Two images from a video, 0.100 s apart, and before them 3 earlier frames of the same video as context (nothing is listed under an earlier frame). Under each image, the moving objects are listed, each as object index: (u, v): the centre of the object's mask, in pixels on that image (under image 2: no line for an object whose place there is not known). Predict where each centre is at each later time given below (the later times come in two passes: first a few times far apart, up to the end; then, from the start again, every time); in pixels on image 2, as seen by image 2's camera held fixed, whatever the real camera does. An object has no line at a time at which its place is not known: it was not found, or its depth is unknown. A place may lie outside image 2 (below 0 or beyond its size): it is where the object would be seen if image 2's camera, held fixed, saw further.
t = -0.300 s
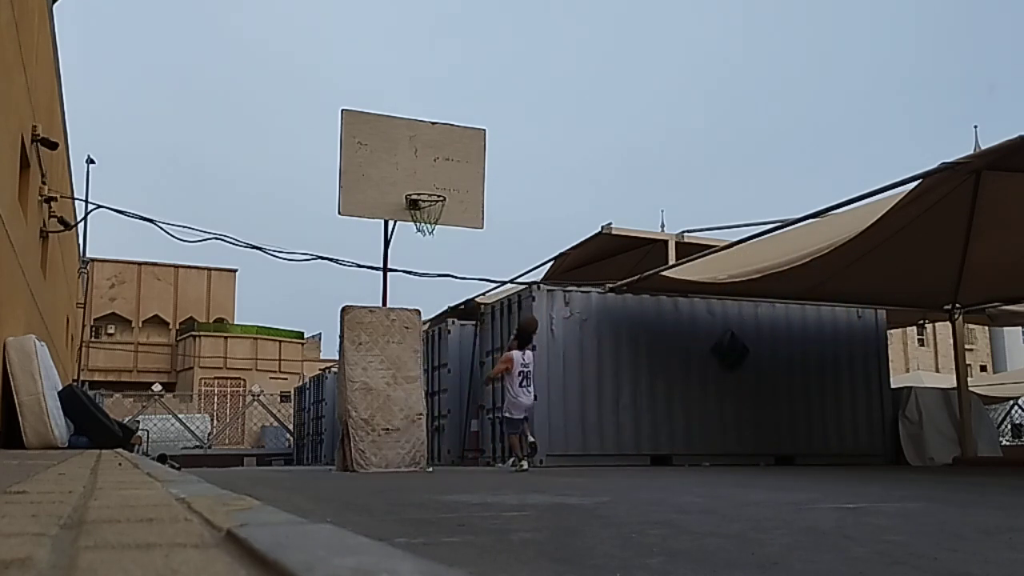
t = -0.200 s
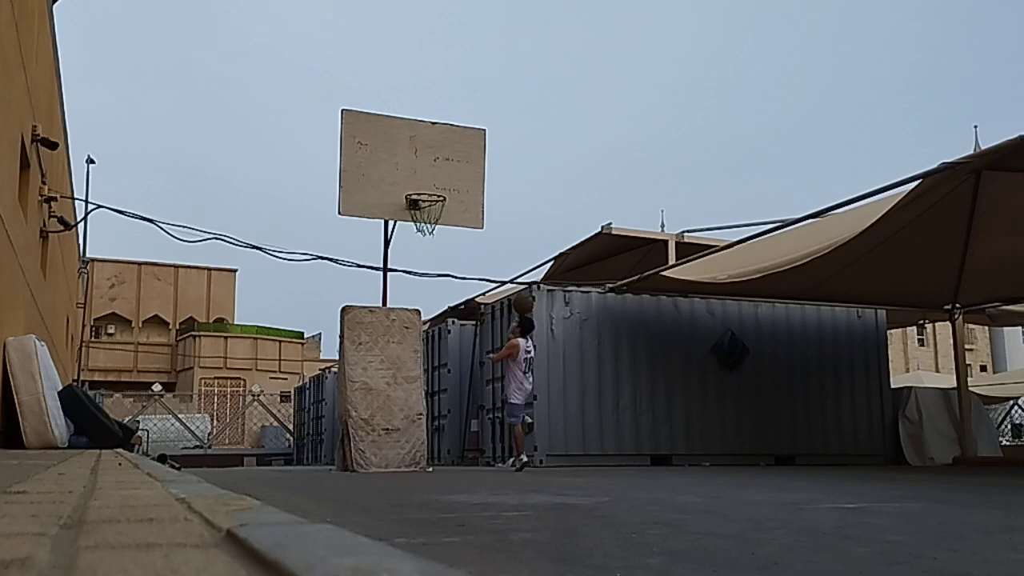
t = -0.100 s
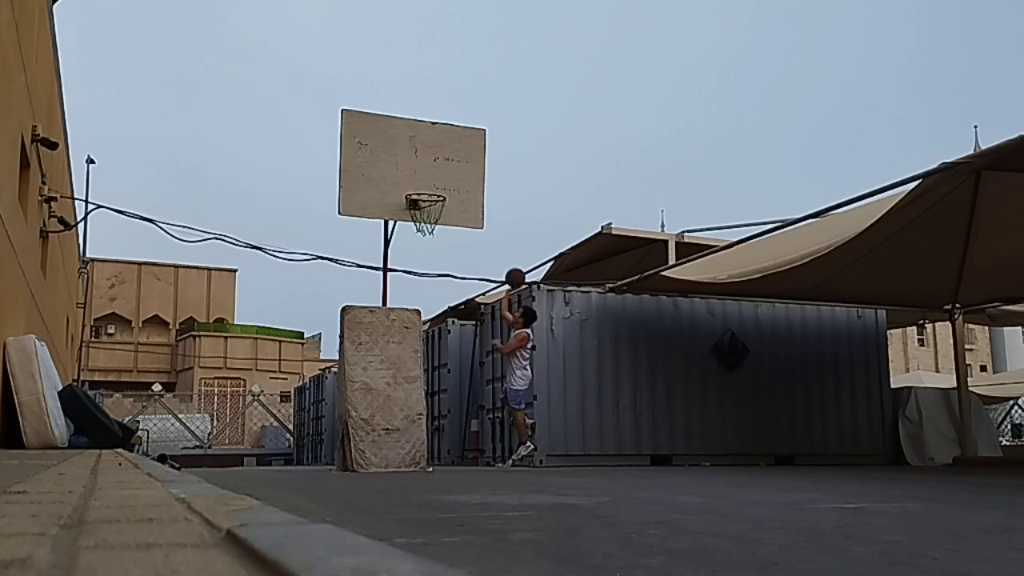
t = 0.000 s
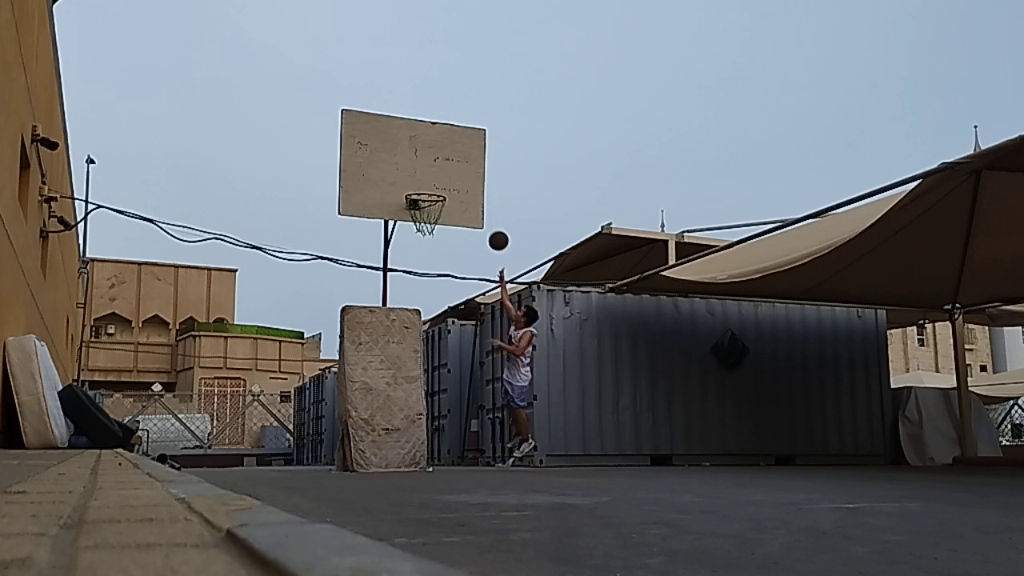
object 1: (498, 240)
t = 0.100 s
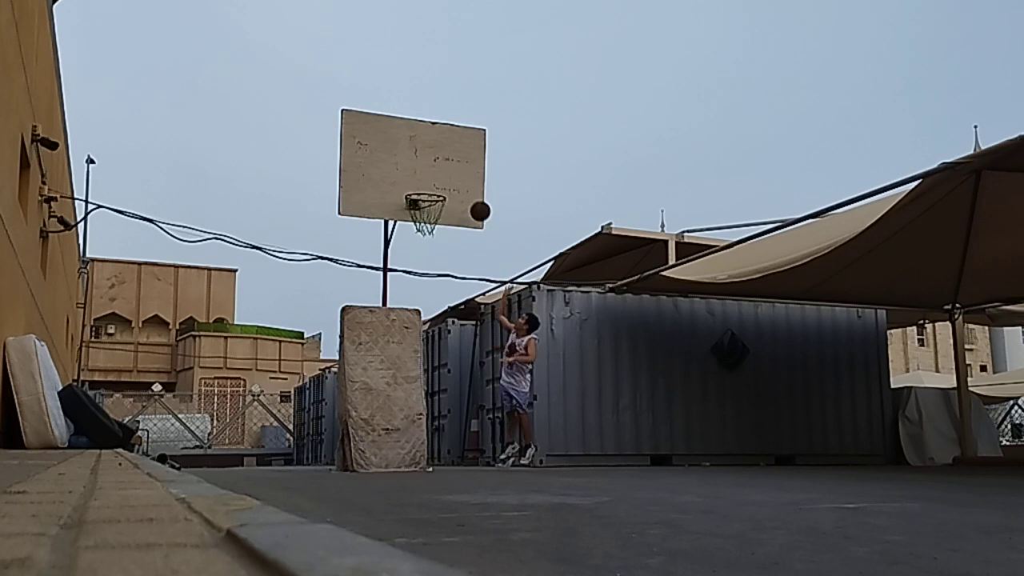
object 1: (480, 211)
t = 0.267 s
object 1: (450, 181)
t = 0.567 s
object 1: (433, 186)
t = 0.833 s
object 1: (409, 223)
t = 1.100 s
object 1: (406, 258)
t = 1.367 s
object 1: (404, 352)
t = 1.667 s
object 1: (408, 416)
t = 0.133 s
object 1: (474, 203)
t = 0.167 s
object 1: (468, 196)
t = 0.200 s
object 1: (462, 190)
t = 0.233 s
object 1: (456, 185)
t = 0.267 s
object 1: (450, 181)
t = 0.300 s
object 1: (444, 178)
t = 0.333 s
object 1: (443, 176)
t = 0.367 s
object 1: (442, 174)
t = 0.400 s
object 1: (440, 174)
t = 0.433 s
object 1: (439, 174)
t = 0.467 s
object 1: (437, 176)
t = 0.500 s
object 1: (436, 179)
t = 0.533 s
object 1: (434, 182)
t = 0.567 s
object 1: (433, 186)
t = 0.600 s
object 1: (432, 192)
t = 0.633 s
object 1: (428, 195)
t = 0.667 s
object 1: (424, 199)
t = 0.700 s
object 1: (421, 204)
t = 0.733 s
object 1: (416, 209)
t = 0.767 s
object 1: (413, 216)
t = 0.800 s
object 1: (410, 221)
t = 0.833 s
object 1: (409, 223)
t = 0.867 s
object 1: (408, 225)
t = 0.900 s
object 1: (408, 227)
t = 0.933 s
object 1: (408, 230)
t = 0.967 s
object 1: (407, 234)
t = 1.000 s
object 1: (407, 238)
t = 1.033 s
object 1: (407, 244)
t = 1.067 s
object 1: (407, 250)
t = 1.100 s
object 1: (406, 258)
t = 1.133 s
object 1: (407, 266)
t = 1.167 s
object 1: (406, 276)
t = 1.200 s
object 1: (406, 286)
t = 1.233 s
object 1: (406, 297)
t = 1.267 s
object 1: (405, 310)
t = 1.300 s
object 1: (405, 323)
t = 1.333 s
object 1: (405, 337)
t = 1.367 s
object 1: (404, 352)
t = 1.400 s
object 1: (404, 368)
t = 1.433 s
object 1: (403, 385)
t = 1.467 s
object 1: (403, 403)
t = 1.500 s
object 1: (403, 422)
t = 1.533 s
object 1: (402, 443)
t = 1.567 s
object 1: (401, 462)
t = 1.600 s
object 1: (404, 447)
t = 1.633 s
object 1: (406, 431)
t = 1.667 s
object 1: (408, 416)
